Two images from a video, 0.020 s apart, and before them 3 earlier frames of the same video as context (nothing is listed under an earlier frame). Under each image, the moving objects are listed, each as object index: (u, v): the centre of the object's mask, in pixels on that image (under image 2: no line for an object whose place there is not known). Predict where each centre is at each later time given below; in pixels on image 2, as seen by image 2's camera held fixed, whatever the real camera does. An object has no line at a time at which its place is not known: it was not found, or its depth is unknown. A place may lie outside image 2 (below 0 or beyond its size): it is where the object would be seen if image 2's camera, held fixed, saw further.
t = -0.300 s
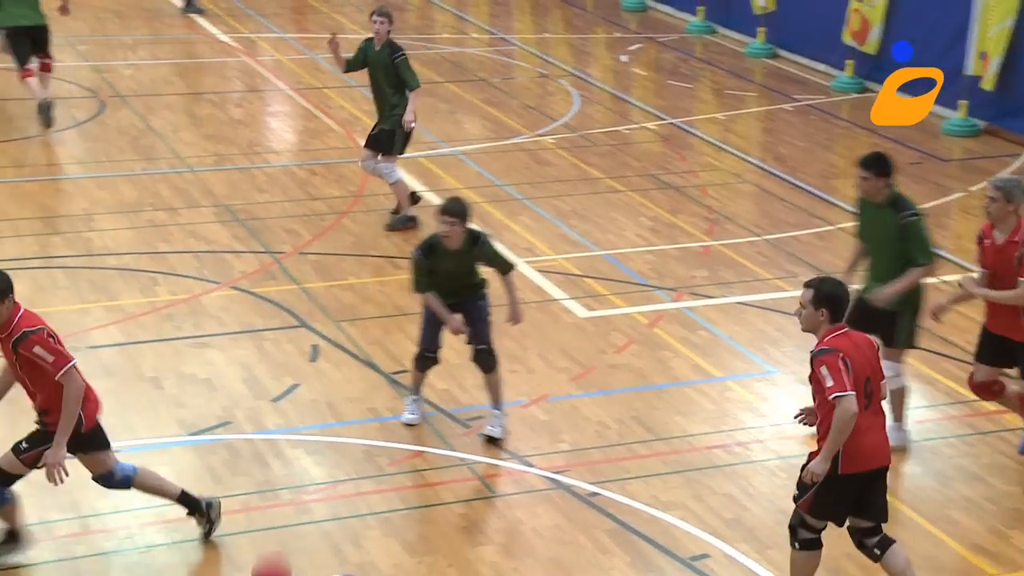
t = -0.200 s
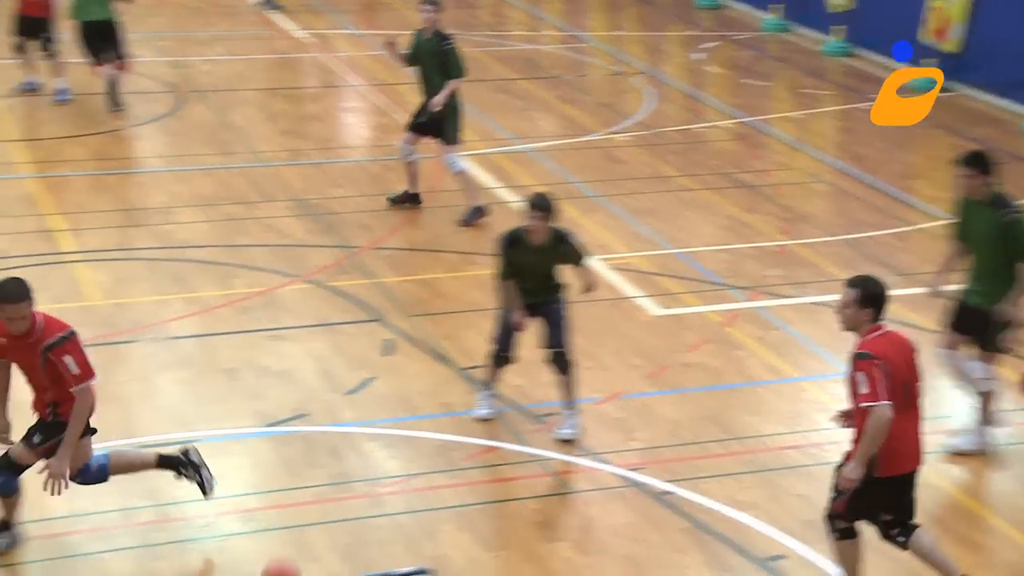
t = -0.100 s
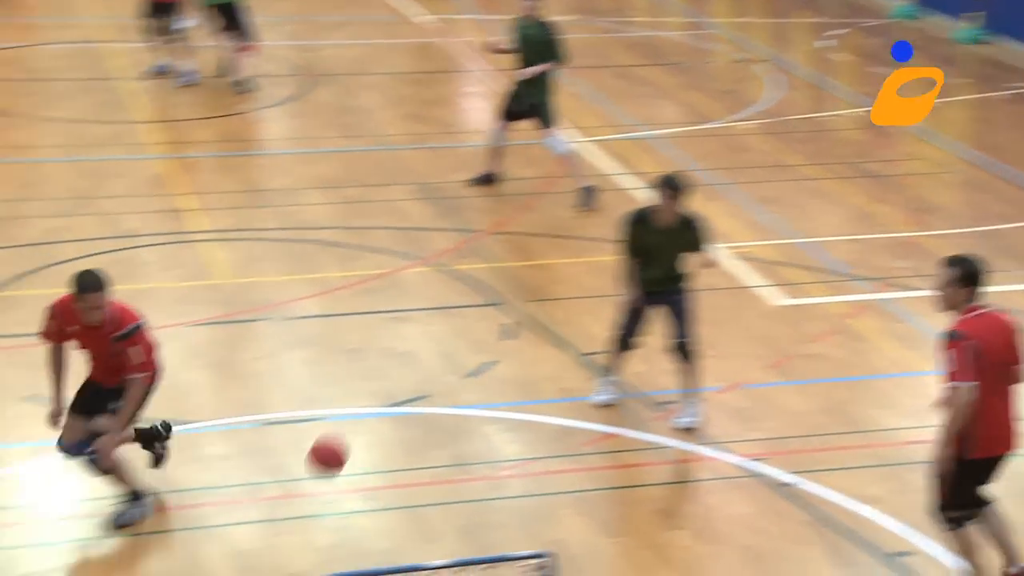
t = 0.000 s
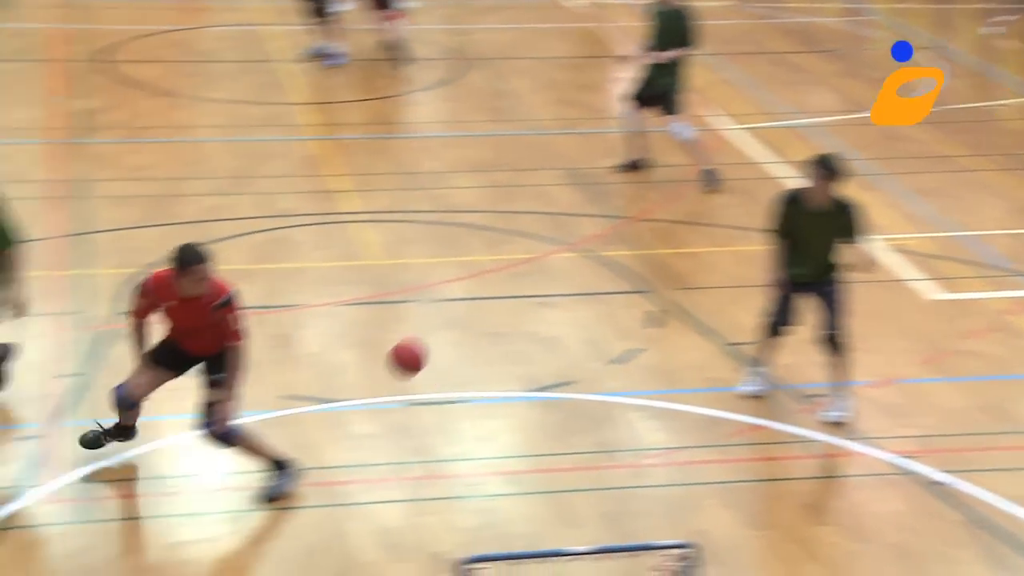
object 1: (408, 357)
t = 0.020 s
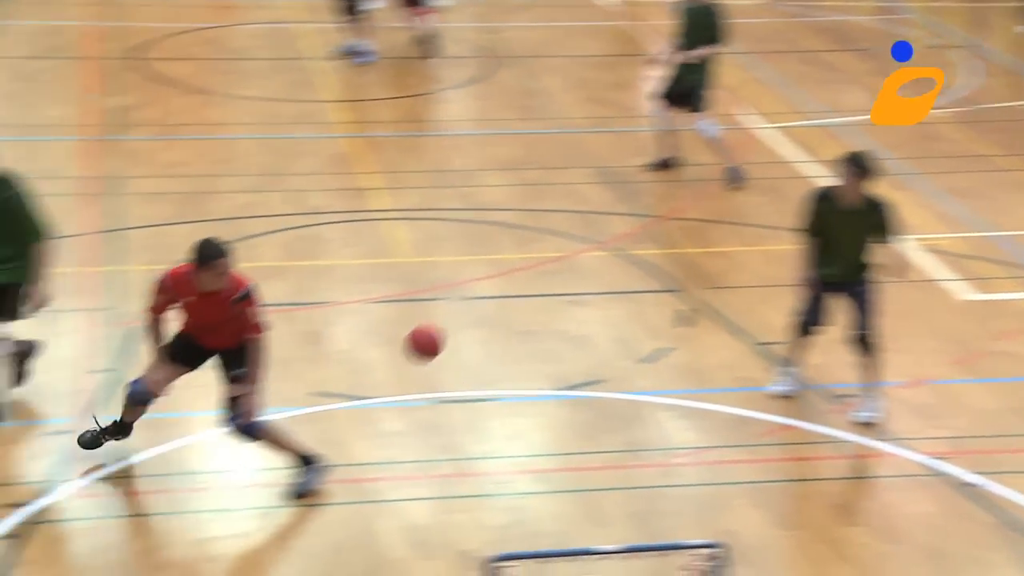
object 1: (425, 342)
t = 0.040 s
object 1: (412, 328)
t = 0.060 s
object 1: (401, 317)
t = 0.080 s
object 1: (389, 306)
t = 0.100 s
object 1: (377, 297)
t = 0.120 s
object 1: (366, 289)
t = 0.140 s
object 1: (354, 282)
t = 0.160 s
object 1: (342, 276)
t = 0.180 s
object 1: (331, 271)
